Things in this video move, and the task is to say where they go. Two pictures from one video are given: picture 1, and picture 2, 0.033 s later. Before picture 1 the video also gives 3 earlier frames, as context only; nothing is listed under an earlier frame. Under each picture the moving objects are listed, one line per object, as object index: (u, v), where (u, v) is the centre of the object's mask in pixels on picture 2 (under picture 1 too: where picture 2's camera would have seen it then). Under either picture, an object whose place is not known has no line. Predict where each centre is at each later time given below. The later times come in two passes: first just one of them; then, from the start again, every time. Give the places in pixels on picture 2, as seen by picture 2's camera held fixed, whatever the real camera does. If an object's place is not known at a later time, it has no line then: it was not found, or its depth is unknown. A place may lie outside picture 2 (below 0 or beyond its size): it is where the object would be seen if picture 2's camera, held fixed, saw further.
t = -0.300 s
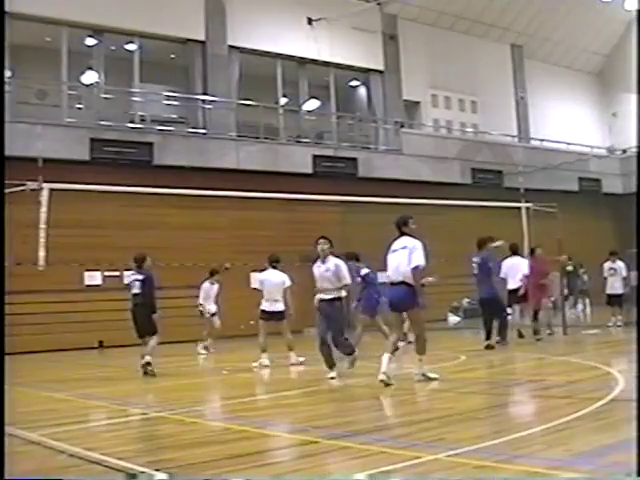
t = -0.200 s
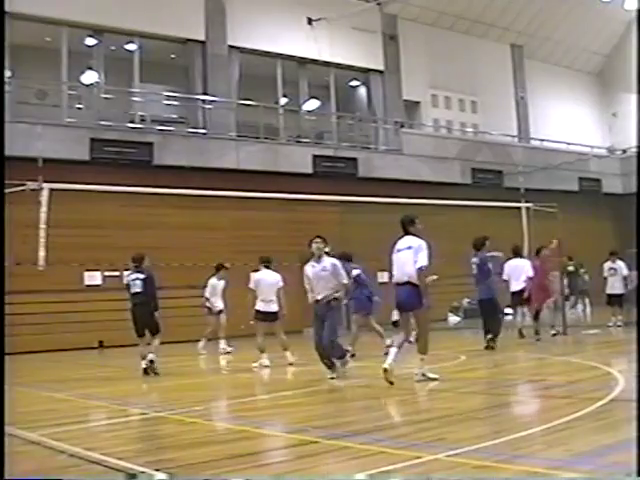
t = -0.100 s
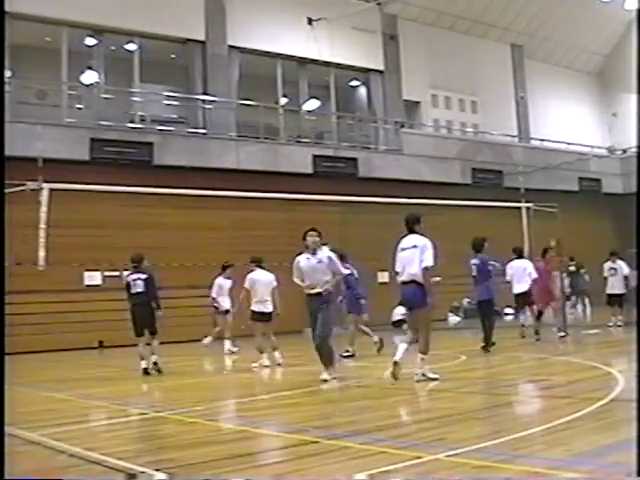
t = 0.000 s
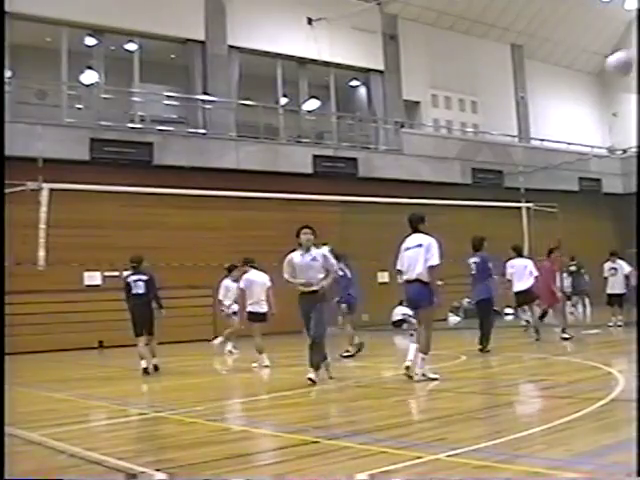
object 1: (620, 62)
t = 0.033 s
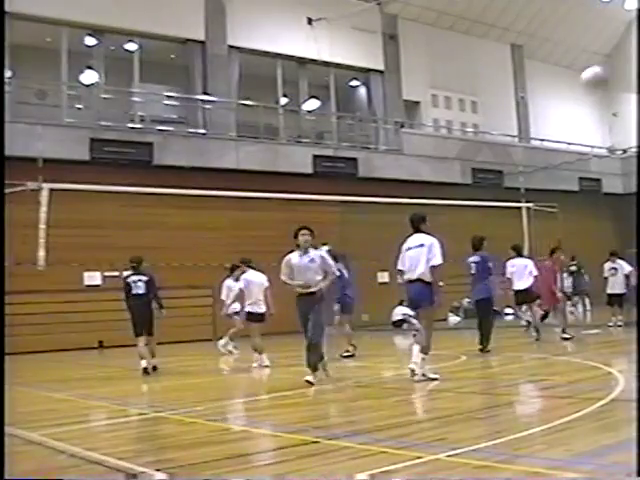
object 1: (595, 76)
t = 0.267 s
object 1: (425, 206)
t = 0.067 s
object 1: (569, 93)
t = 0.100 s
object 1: (544, 110)
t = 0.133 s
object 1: (519, 127)
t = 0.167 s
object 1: (496, 144)
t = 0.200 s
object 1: (470, 163)
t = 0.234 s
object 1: (448, 186)
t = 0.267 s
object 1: (425, 206)
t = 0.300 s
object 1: (402, 228)
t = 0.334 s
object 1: (379, 252)
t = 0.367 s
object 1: (359, 274)
